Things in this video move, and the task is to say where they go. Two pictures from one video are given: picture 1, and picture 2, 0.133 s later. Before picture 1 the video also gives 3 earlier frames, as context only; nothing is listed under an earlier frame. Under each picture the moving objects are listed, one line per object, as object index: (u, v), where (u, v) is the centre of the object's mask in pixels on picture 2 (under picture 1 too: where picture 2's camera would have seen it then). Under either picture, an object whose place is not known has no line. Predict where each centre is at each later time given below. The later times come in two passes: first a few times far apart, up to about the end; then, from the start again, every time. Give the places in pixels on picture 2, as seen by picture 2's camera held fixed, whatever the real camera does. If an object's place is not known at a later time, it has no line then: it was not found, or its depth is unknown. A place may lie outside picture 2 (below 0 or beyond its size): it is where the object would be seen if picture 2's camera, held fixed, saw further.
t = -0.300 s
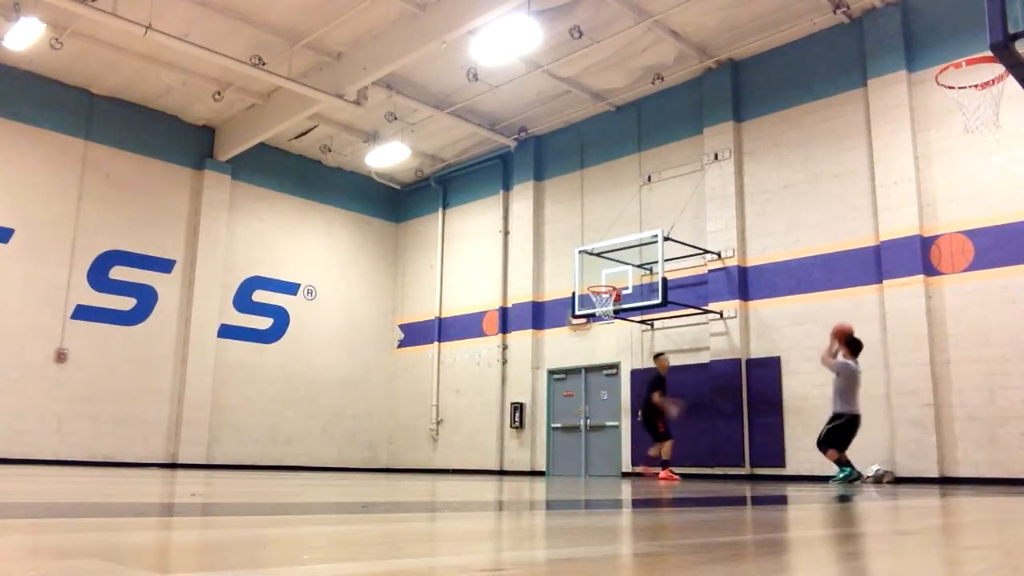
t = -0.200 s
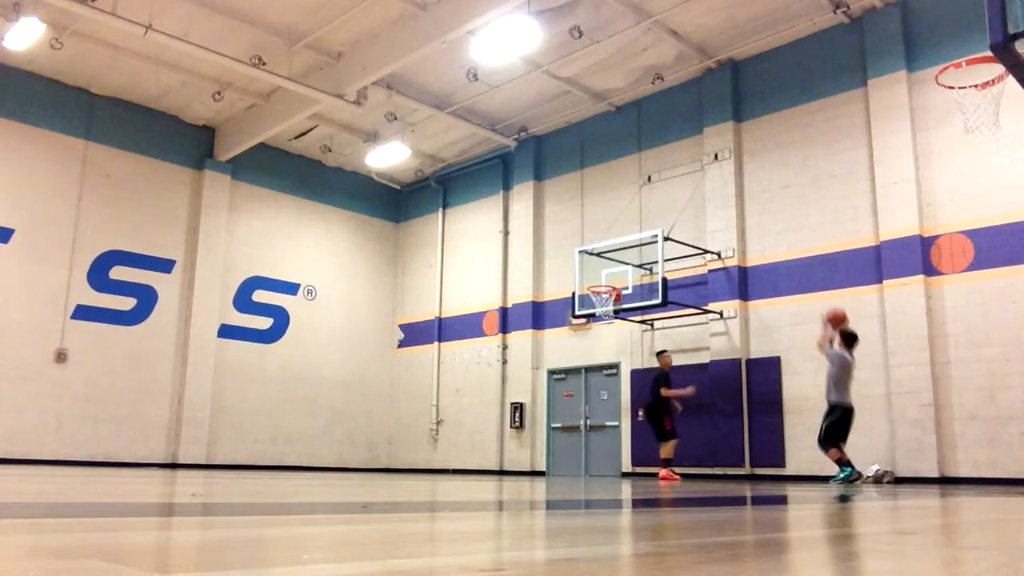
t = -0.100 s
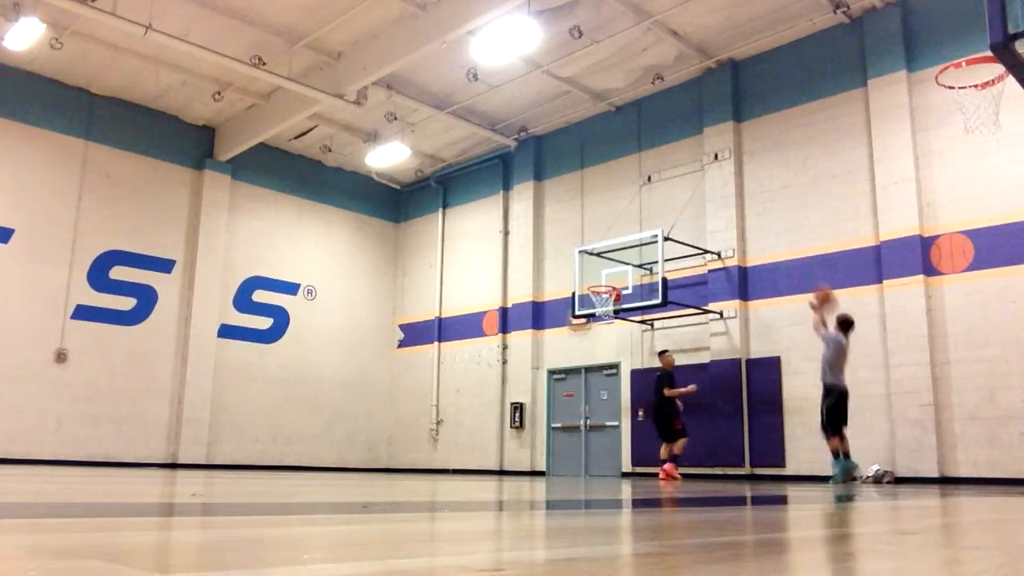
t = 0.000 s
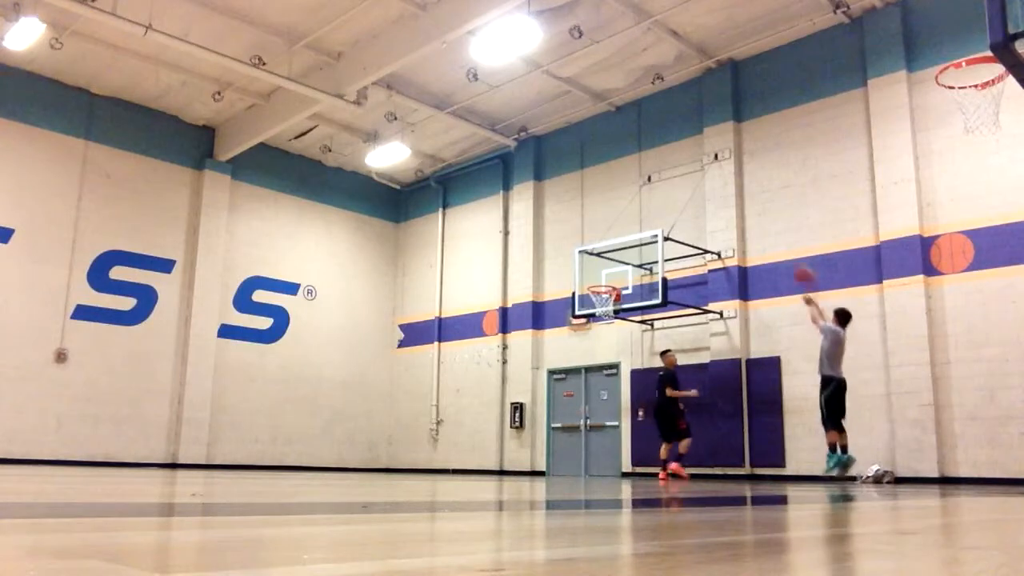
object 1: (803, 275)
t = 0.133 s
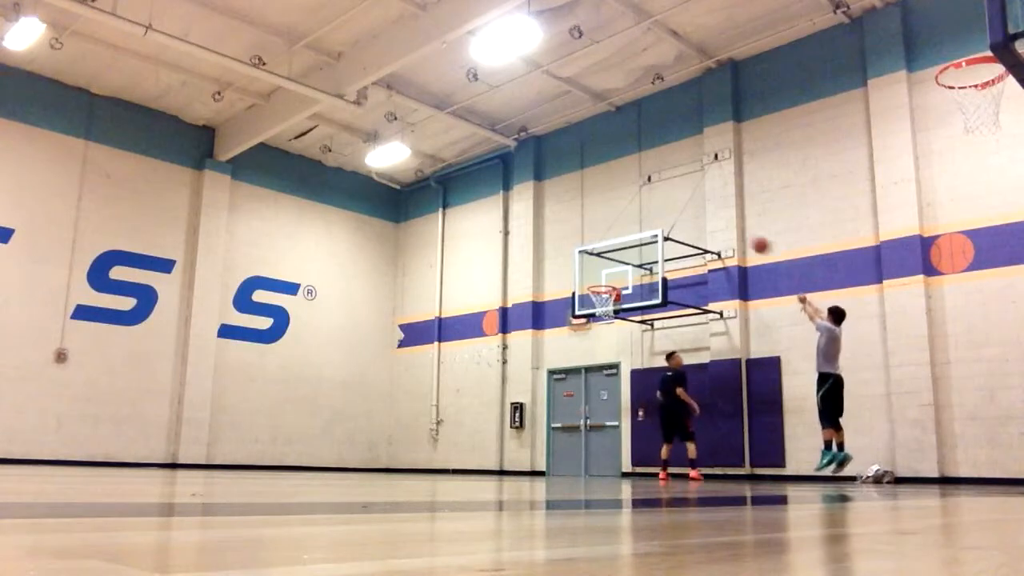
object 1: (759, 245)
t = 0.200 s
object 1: (741, 237)
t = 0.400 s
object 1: (692, 231)
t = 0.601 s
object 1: (648, 251)
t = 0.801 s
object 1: (608, 280)
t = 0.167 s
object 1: (750, 239)
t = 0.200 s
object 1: (741, 237)
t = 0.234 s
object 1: (732, 234)
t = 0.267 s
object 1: (722, 231)
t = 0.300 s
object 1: (714, 230)
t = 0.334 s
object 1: (706, 230)
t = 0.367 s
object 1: (699, 230)
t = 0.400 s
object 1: (692, 231)
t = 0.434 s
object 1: (685, 233)
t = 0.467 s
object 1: (677, 235)
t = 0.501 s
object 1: (670, 238)
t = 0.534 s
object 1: (661, 243)
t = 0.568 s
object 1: (655, 248)
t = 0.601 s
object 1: (648, 251)
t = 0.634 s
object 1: (641, 255)
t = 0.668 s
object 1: (634, 259)
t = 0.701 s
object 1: (628, 263)
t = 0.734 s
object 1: (620, 269)
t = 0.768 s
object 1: (613, 275)
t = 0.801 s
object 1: (608, 280)
